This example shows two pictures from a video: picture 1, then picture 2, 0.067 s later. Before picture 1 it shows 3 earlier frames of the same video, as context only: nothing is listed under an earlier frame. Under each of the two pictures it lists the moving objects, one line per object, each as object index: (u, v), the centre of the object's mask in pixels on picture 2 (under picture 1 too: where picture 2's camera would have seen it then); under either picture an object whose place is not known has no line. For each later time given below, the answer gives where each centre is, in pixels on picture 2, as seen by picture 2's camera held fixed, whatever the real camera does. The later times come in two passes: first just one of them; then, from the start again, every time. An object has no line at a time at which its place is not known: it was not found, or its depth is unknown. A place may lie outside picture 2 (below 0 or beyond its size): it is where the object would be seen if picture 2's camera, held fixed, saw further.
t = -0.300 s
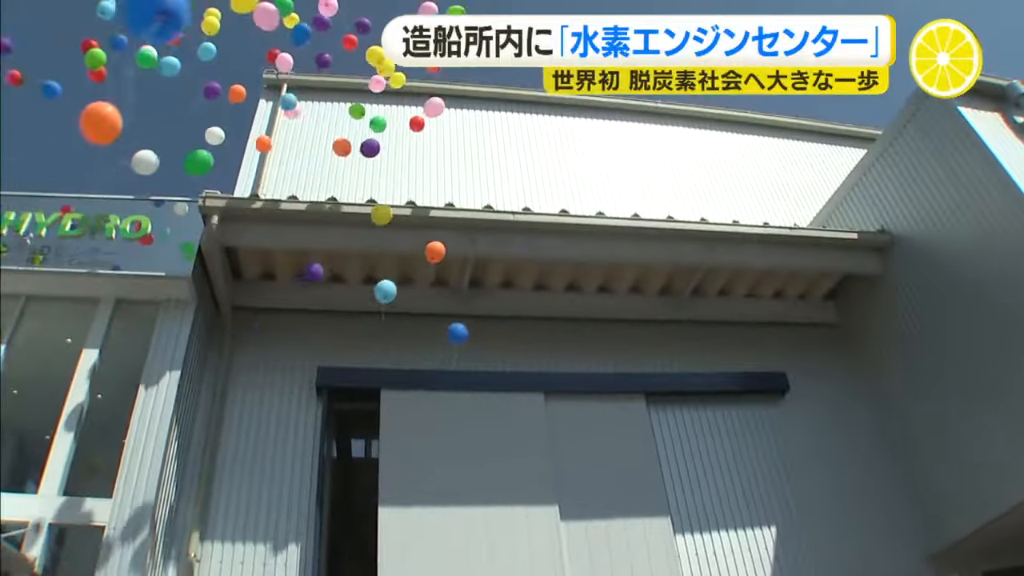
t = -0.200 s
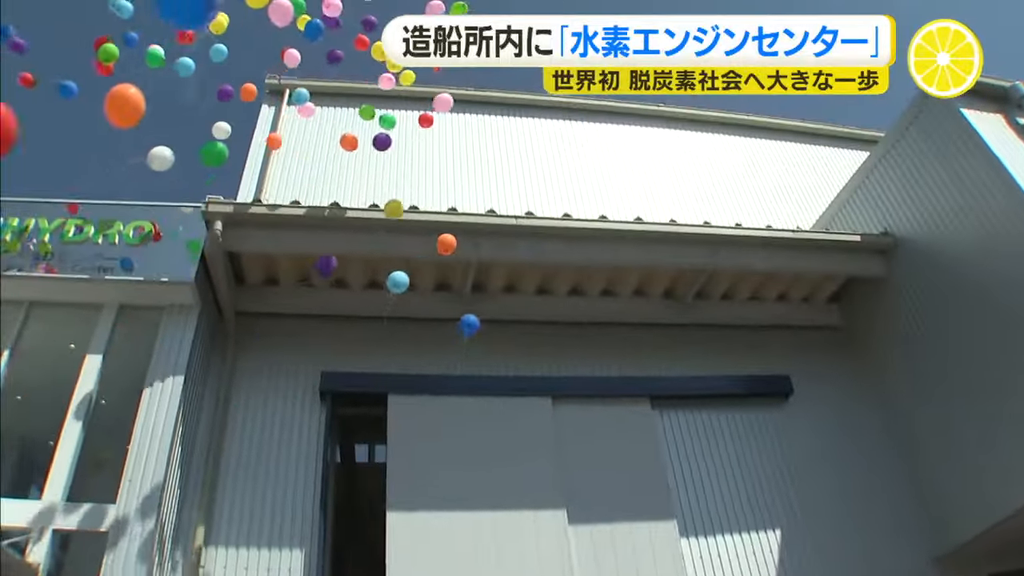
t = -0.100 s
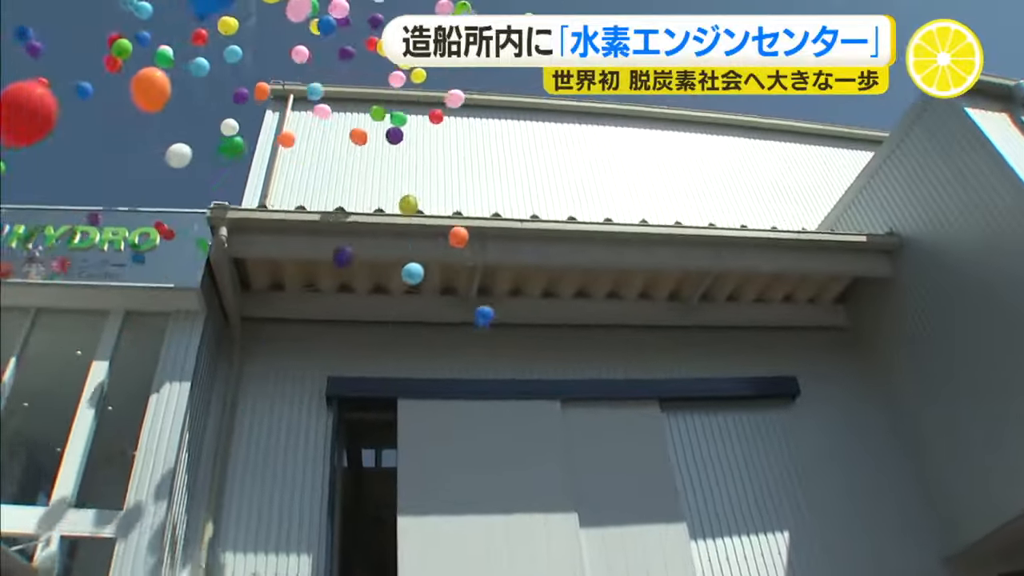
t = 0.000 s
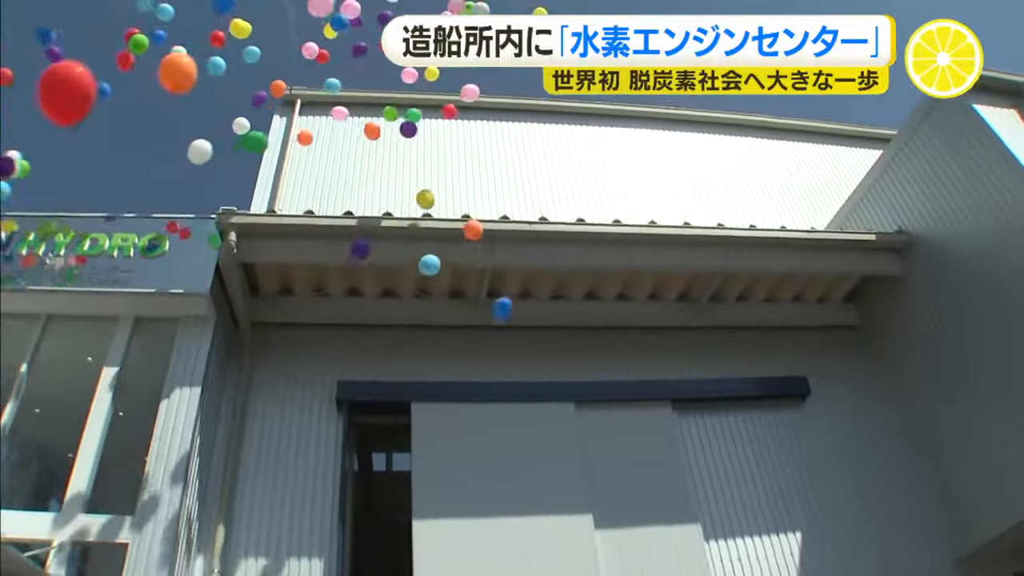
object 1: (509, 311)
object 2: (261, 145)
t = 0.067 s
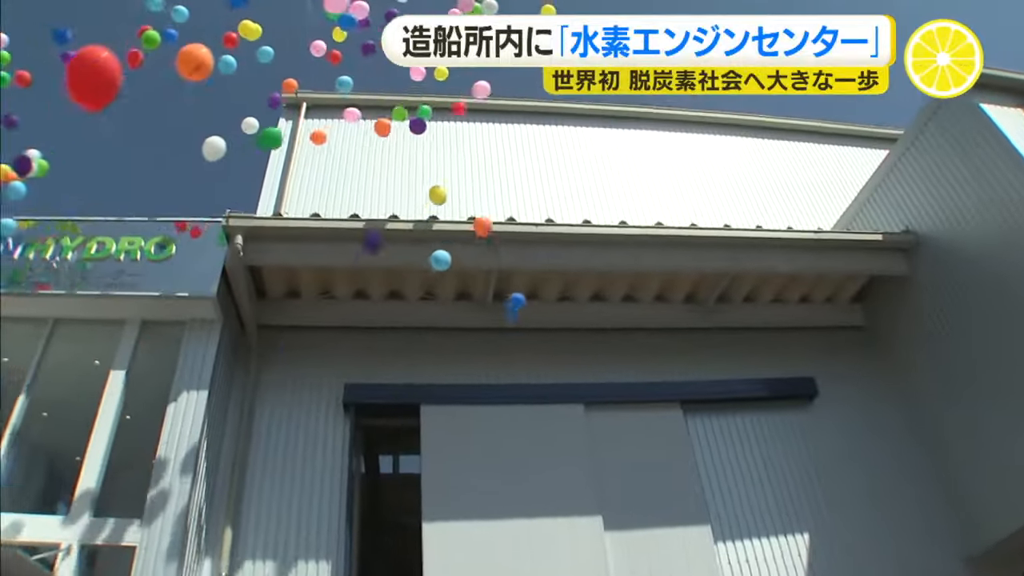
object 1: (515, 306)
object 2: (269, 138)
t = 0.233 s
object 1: (533, 292)
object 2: (288, 118)
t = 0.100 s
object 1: (520, 301)
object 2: (275, 134)
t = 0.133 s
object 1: (523, 298)
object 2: (279, 130)
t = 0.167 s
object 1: (527, 295)
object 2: (283, 126)
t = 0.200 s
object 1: (530, 294)
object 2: (285, 122)
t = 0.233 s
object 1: (533, 292)
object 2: (288, 118)
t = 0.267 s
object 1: (536, 287)
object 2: (292, 113)
